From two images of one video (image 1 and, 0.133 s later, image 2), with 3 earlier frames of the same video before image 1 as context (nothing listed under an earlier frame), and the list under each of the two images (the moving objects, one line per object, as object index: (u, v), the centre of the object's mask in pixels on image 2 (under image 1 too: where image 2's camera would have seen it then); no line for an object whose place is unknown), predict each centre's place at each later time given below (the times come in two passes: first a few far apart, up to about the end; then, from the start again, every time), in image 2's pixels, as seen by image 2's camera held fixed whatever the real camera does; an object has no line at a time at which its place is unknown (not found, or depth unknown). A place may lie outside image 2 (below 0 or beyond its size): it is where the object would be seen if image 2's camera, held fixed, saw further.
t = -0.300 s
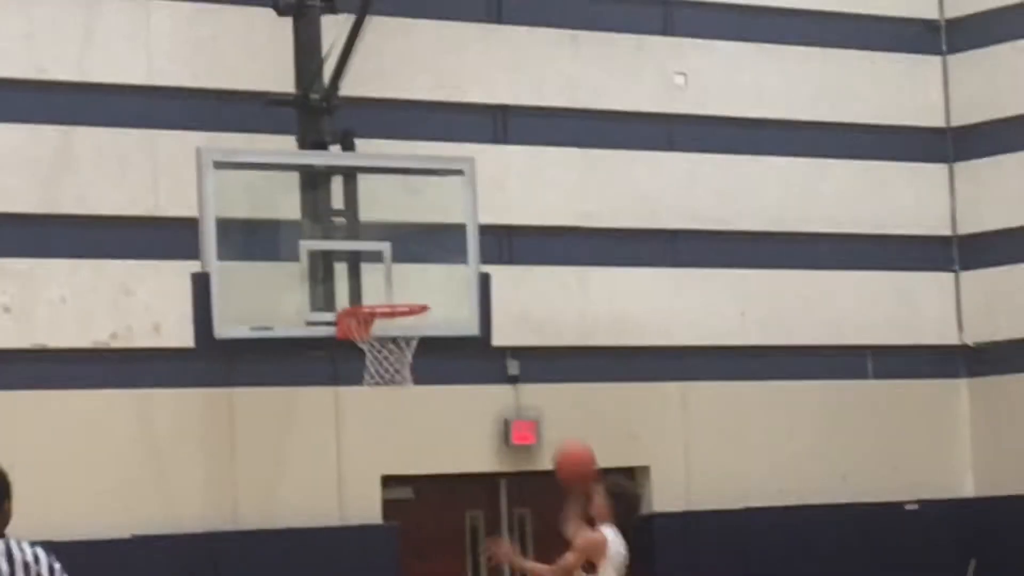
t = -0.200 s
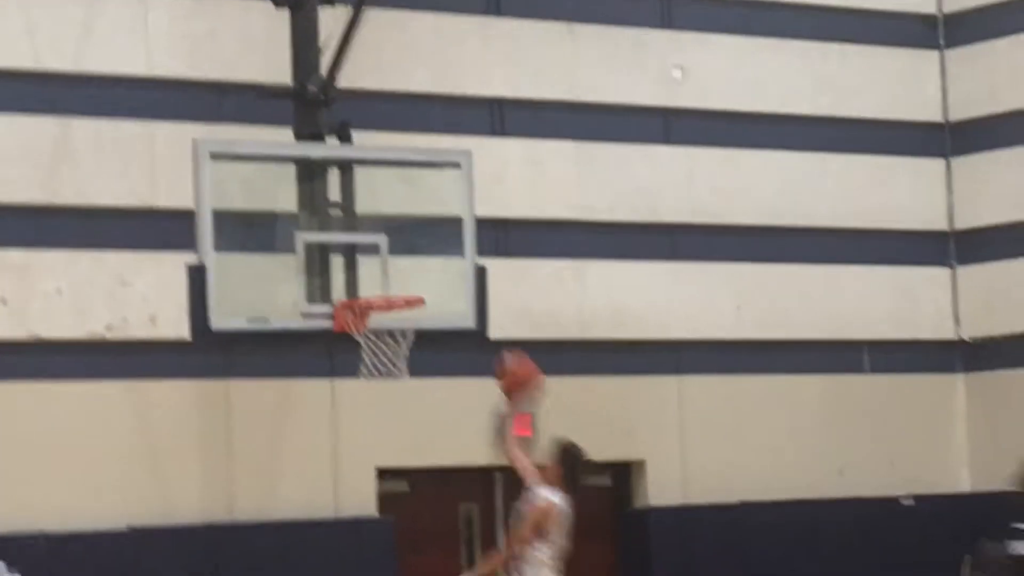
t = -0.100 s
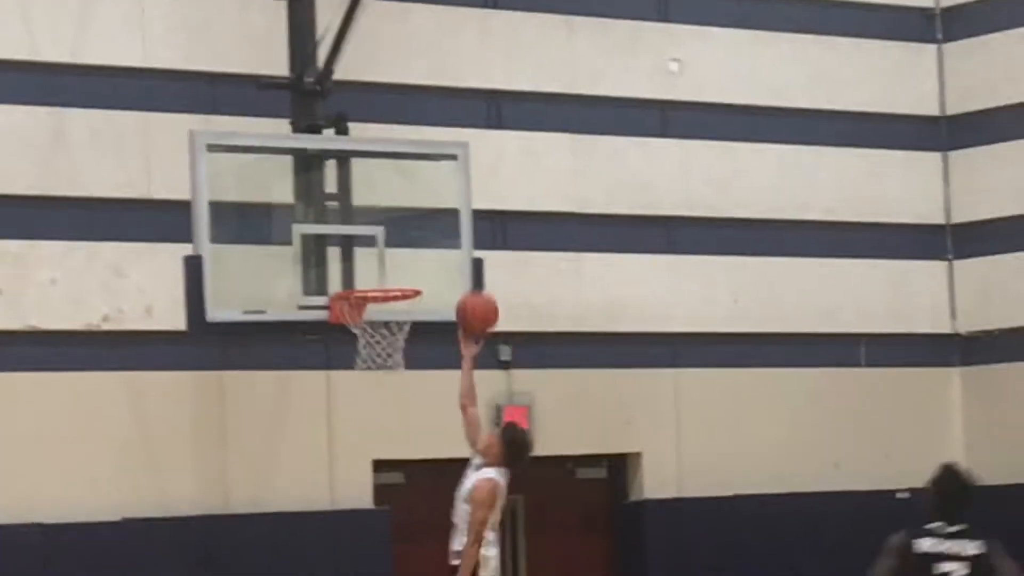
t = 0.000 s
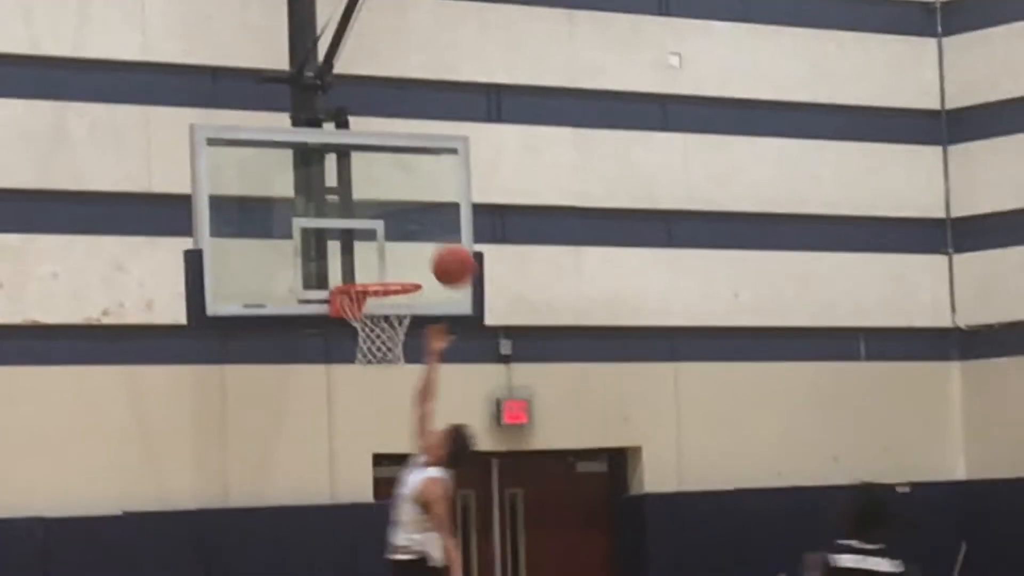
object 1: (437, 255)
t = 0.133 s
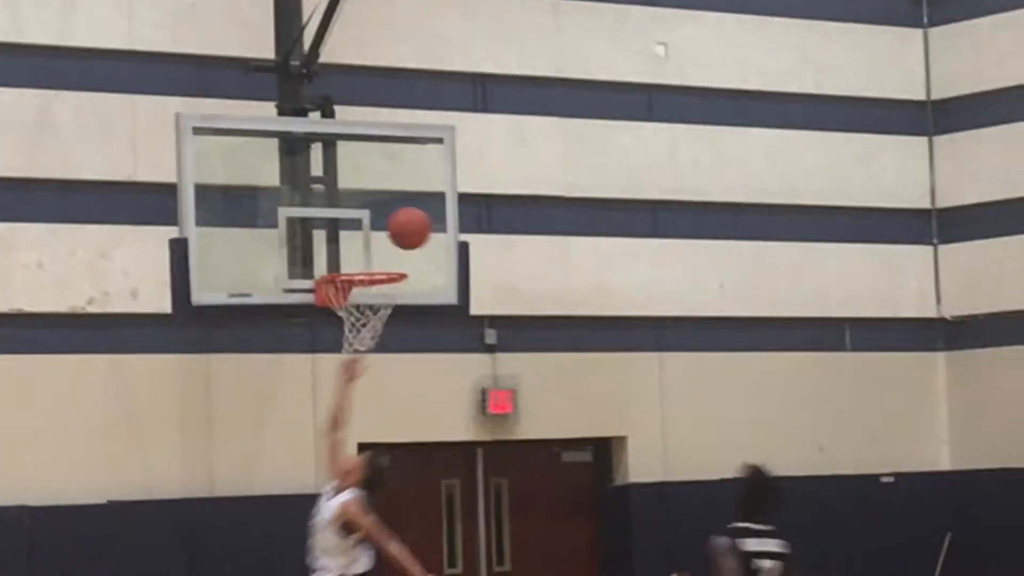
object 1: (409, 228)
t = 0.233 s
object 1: (388, 228)
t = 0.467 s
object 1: (358, 258)
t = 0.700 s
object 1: (369, 269)
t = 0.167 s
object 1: (402, 226)
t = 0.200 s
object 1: (395, 226)
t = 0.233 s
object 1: (388, 228)
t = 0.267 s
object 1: (380, 231)
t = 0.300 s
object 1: (374, 238)
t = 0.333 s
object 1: (368, 246)
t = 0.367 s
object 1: (361, 253)
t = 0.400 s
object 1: (355, 260)
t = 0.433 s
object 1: (355, 260)
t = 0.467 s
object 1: (358, 258)
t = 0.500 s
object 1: (361, 258)
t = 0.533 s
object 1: (365, 258)
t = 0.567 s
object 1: (369, 260)
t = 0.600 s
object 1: (370, 260)
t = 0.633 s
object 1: (370, 259)
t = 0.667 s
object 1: (369, 260)
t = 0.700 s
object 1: (369, 269)
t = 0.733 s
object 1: (368, 275)
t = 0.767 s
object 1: (367, 282)
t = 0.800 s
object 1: (366, 292)
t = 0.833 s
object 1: (368, 298)
